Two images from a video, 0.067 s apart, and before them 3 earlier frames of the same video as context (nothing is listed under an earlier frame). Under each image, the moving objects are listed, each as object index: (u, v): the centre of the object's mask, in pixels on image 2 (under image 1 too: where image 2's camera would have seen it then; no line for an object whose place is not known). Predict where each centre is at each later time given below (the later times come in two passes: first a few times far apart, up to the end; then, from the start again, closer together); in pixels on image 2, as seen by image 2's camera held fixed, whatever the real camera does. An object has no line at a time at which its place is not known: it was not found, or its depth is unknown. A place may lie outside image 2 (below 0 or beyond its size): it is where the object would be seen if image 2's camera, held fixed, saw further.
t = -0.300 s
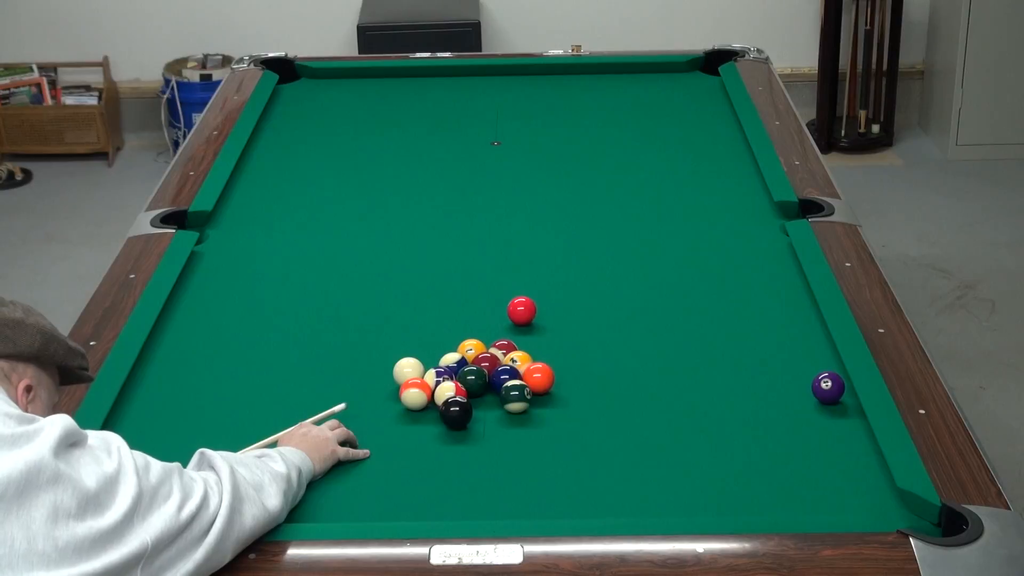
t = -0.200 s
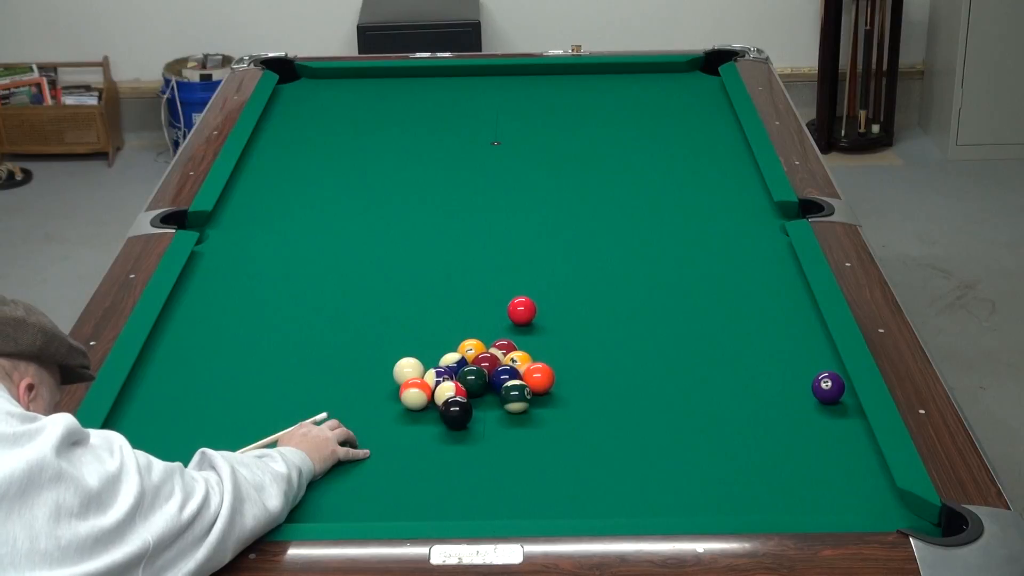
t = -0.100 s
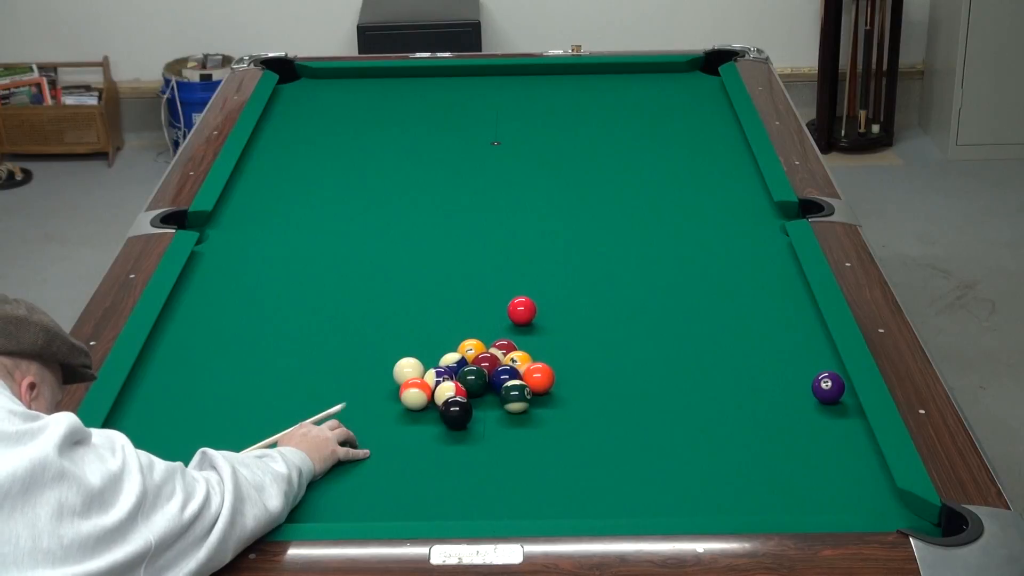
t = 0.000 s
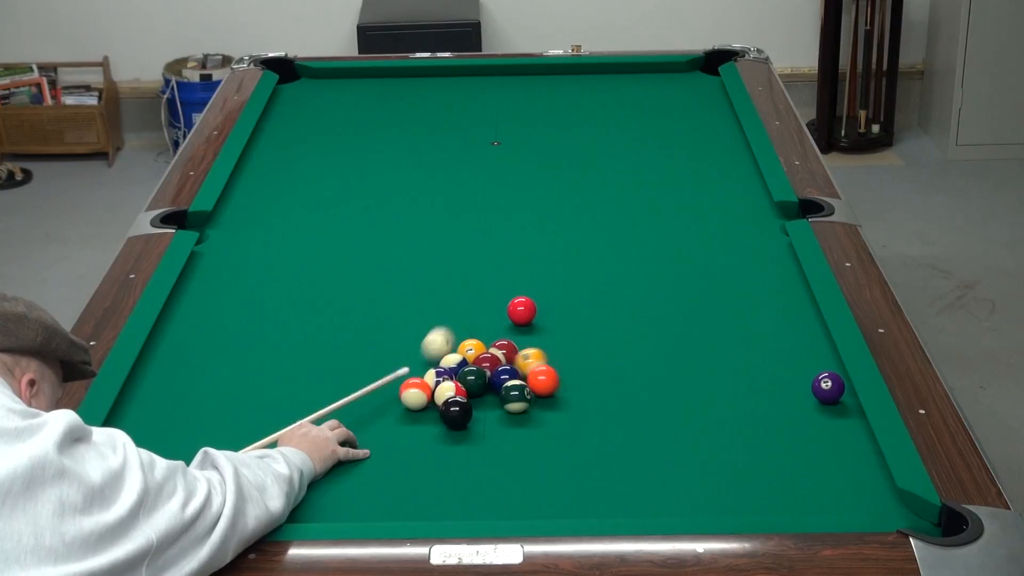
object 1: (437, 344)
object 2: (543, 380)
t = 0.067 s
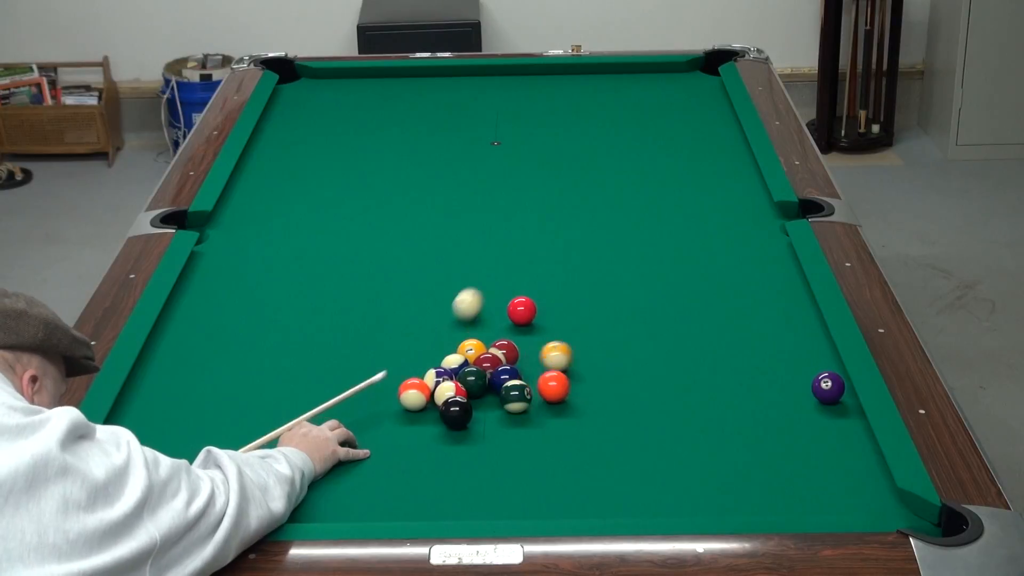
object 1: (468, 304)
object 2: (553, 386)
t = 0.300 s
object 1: (542, 202)
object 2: (588, 405)
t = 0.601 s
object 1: (598, 123)
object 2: (631, 428)
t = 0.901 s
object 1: (637, 68)
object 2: (675, 452)
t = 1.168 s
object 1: (636, 98)
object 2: (714, 472)
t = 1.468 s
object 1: (634, 128)
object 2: (756, 494)
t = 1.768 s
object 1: (632, 159)
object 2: (797, 506)
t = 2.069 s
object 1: (630, 193)
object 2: (815, 500)
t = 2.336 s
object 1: (628, 225)
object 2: (830, 495)
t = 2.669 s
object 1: (625, 238)
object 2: (845, 488)
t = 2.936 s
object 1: (624, 240)
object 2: (855, 483)
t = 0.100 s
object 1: (481, 286)
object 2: (558, 389)
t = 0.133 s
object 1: (493, 270)
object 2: (563, 392)
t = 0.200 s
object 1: (515, 240)
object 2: (573, 397)
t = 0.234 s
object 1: (525, 227)
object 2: (578, 399)
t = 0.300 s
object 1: (542, 202)
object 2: (588, 405)
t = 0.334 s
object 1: (550, 191)
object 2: (592, 407)
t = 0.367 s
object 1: (557, 181)
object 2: (597, 410)
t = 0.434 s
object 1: (570, 163)
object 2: (607, 415)
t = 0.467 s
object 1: (576, 154)
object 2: (612, 418)
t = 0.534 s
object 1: (587, 138)
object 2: (622, 423)
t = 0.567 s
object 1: (593, 131)
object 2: (626, 426)
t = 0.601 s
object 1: (598, 123)
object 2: (631, 428)
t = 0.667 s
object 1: (608, 109)
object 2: (641, 434)
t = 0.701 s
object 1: (613, 102)
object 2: (646, 436)
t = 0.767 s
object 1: (622, 89)
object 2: (656, 441)
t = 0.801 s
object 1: (626, 82)
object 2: (661, 444)
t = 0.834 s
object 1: (630, 76)
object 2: (666, 447)
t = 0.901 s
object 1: (637, 68)
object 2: (675, 452)
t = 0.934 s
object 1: (637, 73)
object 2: (680, 454)
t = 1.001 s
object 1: (637, 81)
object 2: (690, 459)
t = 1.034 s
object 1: (637, 85)
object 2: (695, 462)
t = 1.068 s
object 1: (637, 89)
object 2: (700, 464)
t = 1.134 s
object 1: (636, 95)
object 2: (709, 469)
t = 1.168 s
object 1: (636, 98)
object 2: (714, 472)
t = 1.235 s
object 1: (636, 105)
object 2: (723, 477)
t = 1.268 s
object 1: (635, 108)
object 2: (728, 479)
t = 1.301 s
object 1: (635, 111)
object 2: (733, 482)
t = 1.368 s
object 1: (635, 118)
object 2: (742, 487)
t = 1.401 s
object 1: (634, 121)
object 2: (747, 490)
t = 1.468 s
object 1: (634, 128)
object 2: (756, 494)
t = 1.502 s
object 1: (634, 131)
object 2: (761, 496)
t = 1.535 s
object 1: (634, 134)
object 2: (766, 498)
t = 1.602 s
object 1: (633, 141)
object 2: (775, 502)
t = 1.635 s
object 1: (633, 145)
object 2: (780, 503)
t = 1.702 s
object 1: (632, 152)
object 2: (790, 505)
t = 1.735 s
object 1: (632, 156)
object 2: (794, 507)
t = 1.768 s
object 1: (632, 159)
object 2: (797, 506)
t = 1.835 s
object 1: (631, 167)
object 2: (801, 505)
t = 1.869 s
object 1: (631, 170)
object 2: (803, 504)
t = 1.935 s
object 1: (631, 178)
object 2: (807, 503)
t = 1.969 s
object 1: (631, 182)
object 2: (809, 502)
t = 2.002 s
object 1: (630, 185)
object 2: (811, 501)
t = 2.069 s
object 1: (630, 193)
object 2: (815, 500)
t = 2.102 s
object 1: (630, 198)
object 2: (817, 500)
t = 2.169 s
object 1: (629, 206)
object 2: (821, 498)
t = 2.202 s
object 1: (629, 210)
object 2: (823, 498)
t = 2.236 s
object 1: (629, 214)
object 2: (825, 497)
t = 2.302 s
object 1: (628, 222)
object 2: (828, 496)
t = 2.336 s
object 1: (628, 225)
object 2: (830, 495)
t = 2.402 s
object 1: (627, 230)
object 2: (833, 493)
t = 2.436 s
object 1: (627, 231)
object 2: (835, 493)
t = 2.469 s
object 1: (627, 233)
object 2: (836, 491)
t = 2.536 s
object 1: (626, 236)
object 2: (840, 490)
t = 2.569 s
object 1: (626, 237)
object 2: (841, 489)
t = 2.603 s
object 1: (626, 238)
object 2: (842, 489)
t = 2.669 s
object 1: (625, 238)
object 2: (845, 488)
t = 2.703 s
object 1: (625, 238)
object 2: (847, 487)
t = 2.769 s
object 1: (625, 239)
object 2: (849, 486)
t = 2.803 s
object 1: (625, 239)
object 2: (850, 485)
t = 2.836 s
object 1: (624, 240)
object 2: (851, 484)
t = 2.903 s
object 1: (624, 240)
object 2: (854, 483)
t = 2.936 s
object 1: (624, 240)
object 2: (855, 483)
